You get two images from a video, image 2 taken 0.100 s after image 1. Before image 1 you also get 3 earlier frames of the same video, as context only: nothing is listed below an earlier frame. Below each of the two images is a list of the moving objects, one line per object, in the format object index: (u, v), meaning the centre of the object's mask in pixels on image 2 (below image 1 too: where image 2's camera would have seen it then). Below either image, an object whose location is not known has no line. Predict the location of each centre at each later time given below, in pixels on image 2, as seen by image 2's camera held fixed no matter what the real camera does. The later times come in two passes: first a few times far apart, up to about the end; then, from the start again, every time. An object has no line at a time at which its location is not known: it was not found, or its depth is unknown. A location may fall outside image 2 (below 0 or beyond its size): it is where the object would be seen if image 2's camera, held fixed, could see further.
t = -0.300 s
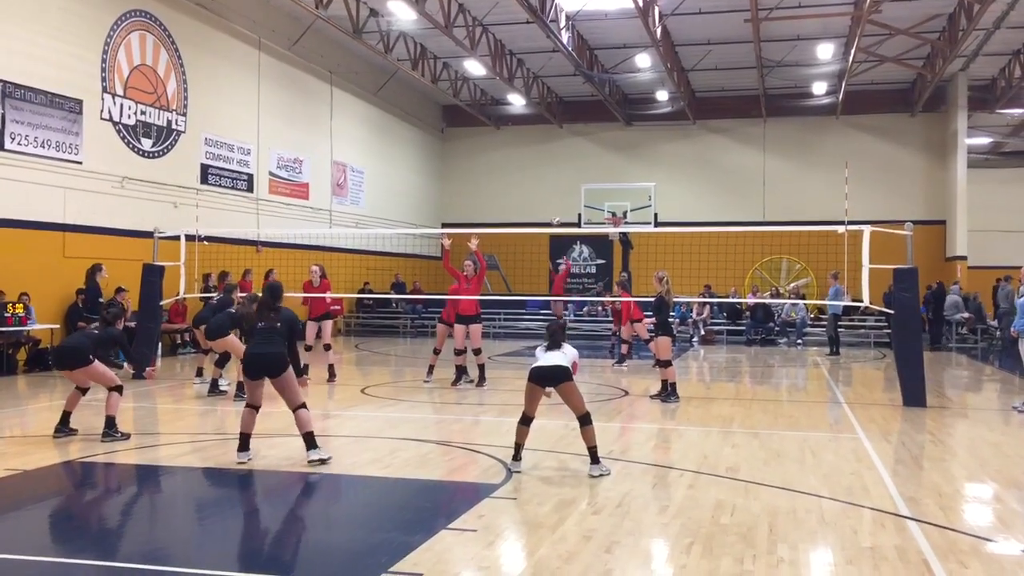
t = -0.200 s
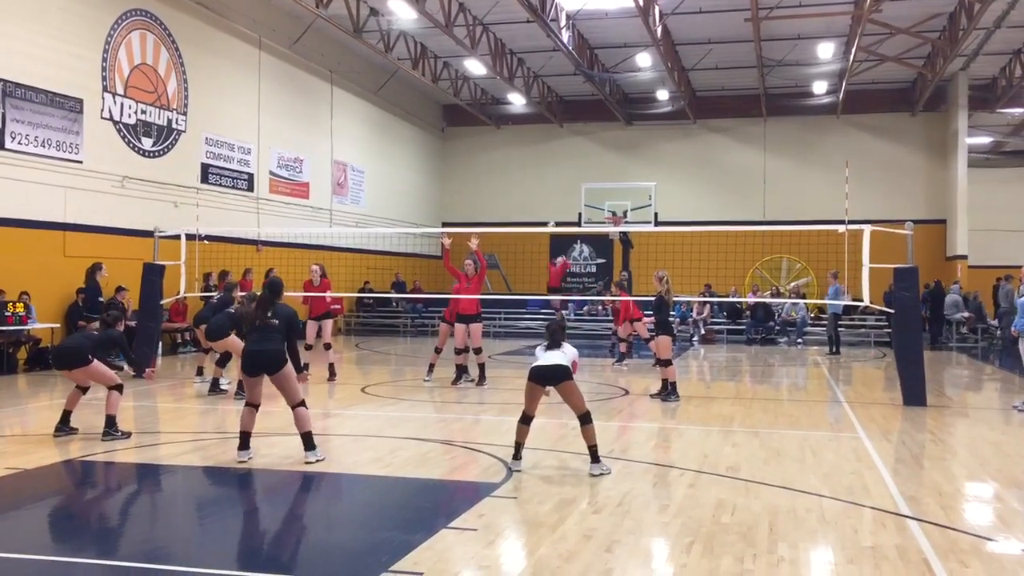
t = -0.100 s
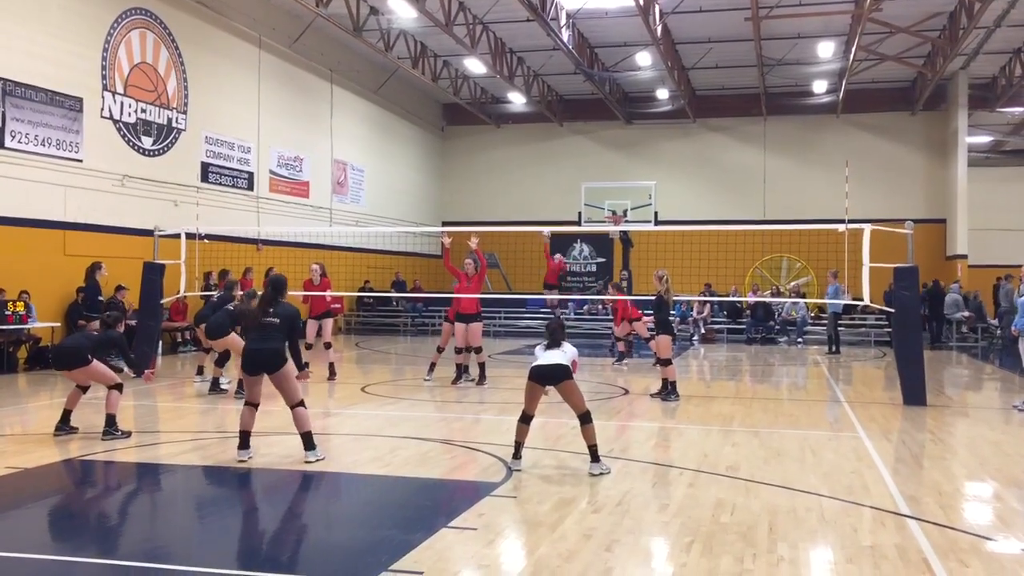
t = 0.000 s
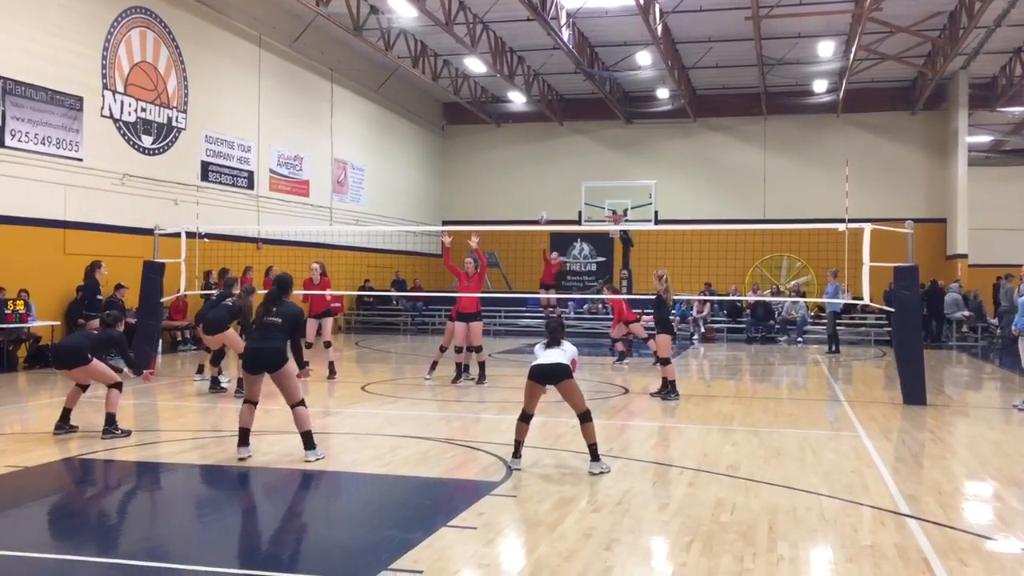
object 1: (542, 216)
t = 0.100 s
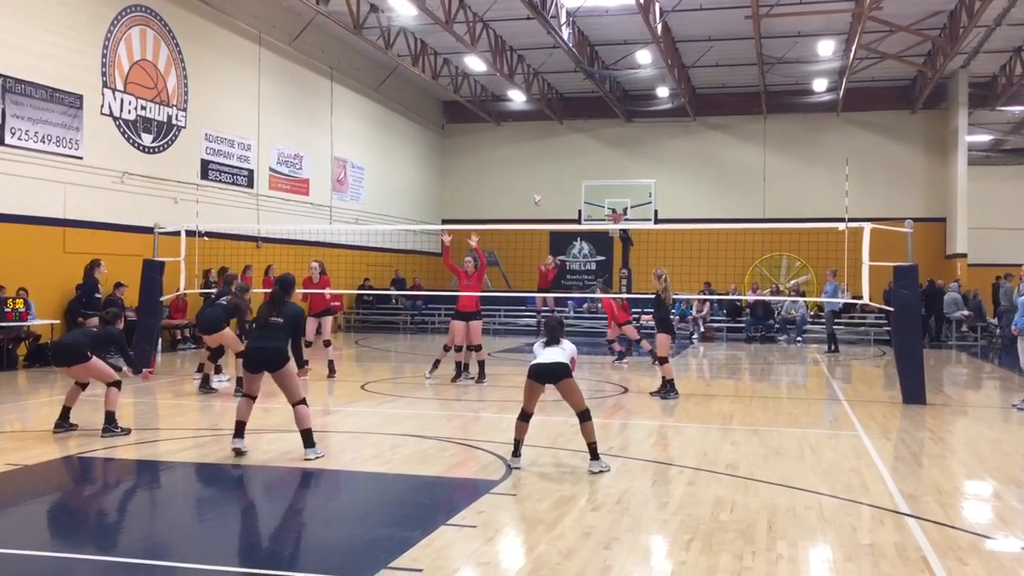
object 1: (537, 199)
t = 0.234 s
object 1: (527, 184)
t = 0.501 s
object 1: (501, 188)
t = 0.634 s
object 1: (480, 214)
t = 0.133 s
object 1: (535, 194)
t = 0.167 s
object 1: (533, 190)
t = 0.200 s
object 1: (530, 186)
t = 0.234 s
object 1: (527, 184)
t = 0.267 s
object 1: (524, 181)
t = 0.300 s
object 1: (522, 180)
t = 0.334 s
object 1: (519, 179)
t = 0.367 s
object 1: (516, 179)
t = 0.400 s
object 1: (512, 180)
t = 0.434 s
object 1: (509, 182)
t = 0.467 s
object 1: (505, 184)
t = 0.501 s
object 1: (501, 188)
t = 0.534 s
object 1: (496, 192)
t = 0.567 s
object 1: (491, 198)
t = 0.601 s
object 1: (486, 204)
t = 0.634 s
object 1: (480, 214)
